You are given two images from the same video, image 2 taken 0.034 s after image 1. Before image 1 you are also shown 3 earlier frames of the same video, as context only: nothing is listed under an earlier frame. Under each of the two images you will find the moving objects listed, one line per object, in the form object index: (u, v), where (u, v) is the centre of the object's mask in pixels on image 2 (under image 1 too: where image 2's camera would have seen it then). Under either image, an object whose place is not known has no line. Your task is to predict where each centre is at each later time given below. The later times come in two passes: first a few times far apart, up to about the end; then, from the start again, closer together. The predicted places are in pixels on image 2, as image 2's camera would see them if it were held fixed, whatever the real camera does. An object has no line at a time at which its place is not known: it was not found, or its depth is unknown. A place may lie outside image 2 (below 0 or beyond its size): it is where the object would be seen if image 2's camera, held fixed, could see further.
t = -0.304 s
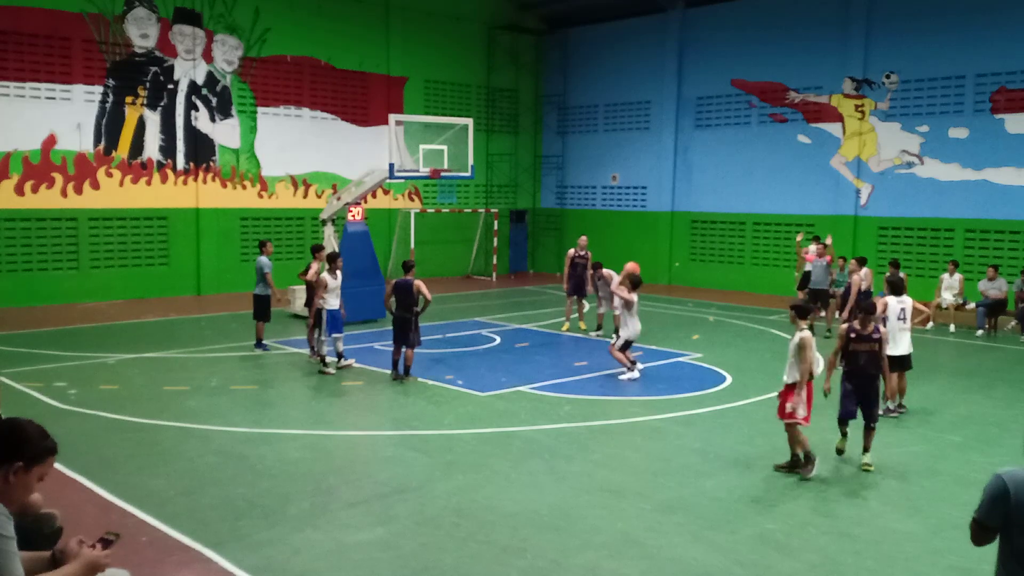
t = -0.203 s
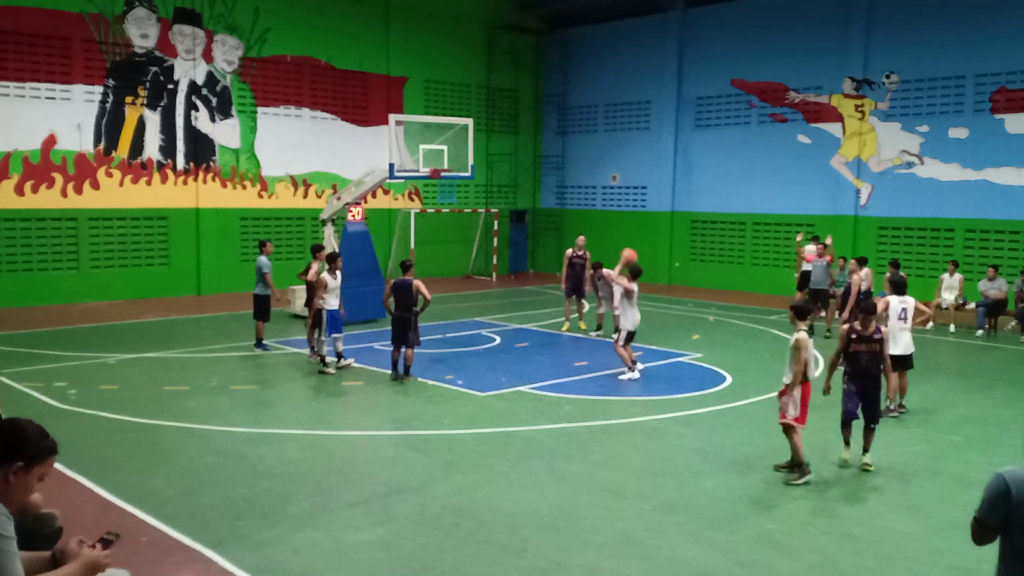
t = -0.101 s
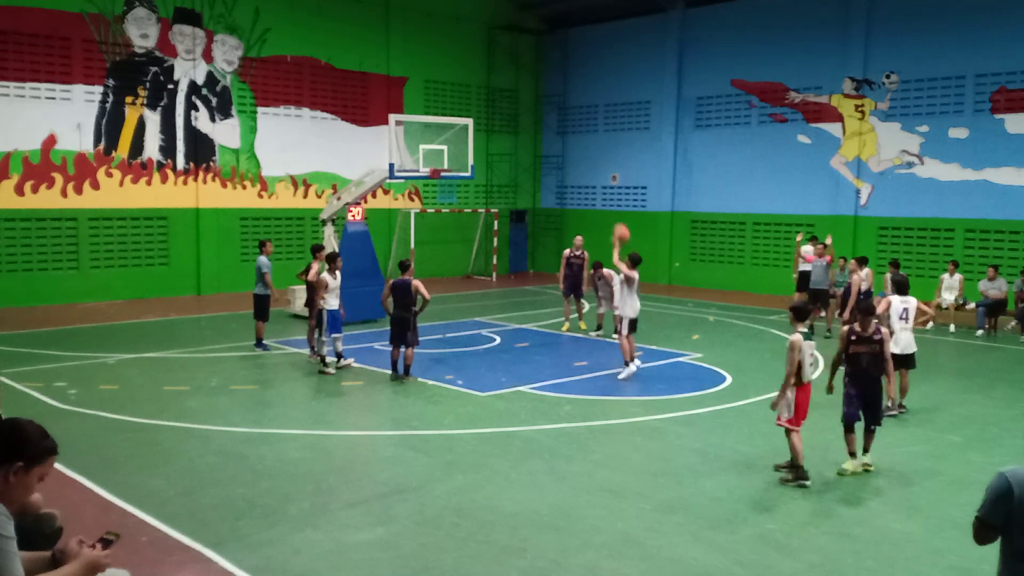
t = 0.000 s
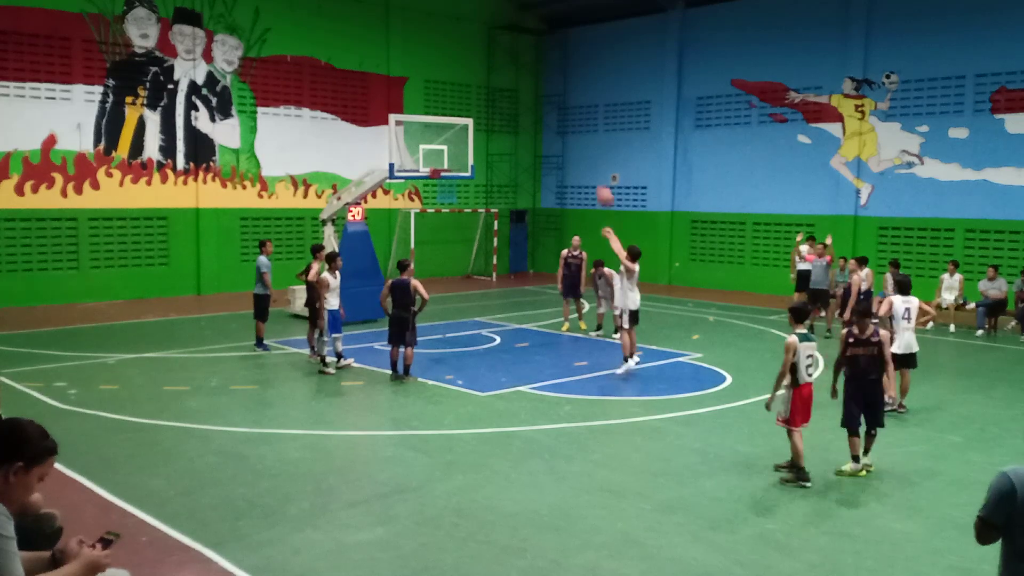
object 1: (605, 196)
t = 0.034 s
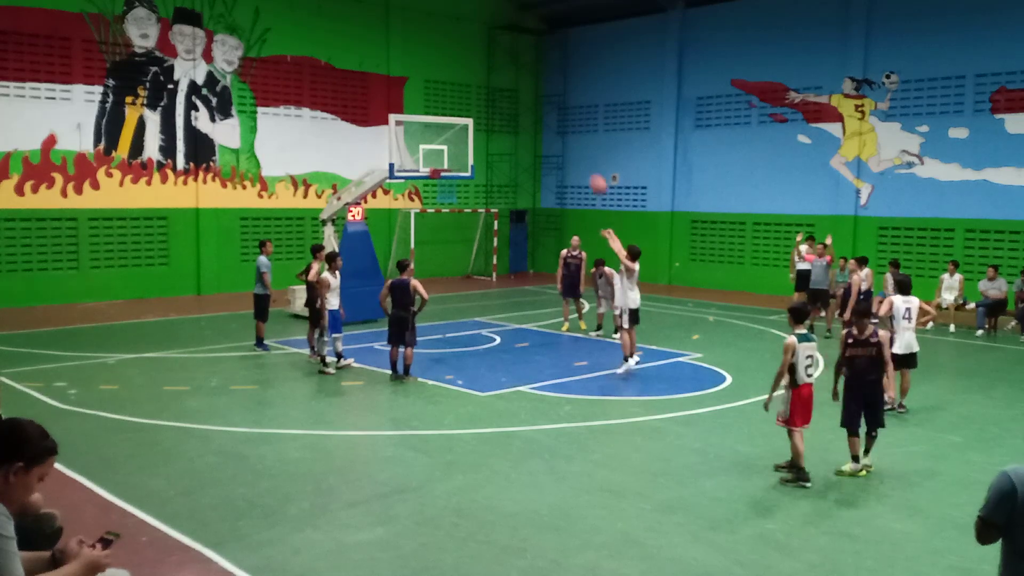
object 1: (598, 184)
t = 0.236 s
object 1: (561, 133)
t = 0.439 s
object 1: (526, 109)
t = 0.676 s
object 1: (488, 114)
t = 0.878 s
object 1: (458, 143)
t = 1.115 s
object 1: (455, 181)
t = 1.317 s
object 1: (455, 182)
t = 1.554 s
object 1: (443, 197)
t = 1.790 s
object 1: (430, 232)
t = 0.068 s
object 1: (591, 172)
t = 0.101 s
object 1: (585, 163)
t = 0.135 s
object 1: (579, 154)
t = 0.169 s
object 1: (573, 146)
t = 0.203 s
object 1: (567, 139)
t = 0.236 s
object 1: (561, 133)
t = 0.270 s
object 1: (555, 127)
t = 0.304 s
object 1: (549, 121)
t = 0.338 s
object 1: (543, 117)
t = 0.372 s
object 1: (537, 113)
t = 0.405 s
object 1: (532, 111)
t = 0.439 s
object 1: (526, 109)
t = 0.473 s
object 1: (521, 107)
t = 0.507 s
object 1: (515, 106)
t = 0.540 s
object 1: (510, 107)
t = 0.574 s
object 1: (504, 108)
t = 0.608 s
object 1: (499, 109)
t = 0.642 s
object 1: (494, 112)
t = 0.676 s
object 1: (488, 114)
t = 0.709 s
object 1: (483, 117)
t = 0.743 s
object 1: (479, 121)
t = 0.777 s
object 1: (473, 126)
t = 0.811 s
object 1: (468, 131)
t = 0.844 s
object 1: (463, 137)
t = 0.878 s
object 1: (458, 143)
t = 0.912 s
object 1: (453, 150)
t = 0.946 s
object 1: (449, 158)
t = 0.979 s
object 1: (445, 166)
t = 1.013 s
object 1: (447, 173)
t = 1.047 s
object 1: (451, 179)
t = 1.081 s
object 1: (454, 183)
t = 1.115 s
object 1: (455, 181)
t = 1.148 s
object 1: (456, 179)
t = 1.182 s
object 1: (457, 176)
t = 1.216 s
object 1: (457, 176)
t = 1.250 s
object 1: (457, 177)
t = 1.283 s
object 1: (456, 180)
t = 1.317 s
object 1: (455, 182)
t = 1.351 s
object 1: (455, 185)
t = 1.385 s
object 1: (453, 187)
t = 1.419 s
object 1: (451, 189)
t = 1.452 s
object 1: (449, 190)
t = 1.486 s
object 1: (447, 192)
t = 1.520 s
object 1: (445, 193)
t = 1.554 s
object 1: (443, 197)
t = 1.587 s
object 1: (441, 200)
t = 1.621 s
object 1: (439, 204)
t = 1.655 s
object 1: (438, 208)
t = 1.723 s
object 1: (433, 219)
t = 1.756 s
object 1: (432, 225)
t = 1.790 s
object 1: (430, 232)
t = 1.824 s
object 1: (428, 239)
